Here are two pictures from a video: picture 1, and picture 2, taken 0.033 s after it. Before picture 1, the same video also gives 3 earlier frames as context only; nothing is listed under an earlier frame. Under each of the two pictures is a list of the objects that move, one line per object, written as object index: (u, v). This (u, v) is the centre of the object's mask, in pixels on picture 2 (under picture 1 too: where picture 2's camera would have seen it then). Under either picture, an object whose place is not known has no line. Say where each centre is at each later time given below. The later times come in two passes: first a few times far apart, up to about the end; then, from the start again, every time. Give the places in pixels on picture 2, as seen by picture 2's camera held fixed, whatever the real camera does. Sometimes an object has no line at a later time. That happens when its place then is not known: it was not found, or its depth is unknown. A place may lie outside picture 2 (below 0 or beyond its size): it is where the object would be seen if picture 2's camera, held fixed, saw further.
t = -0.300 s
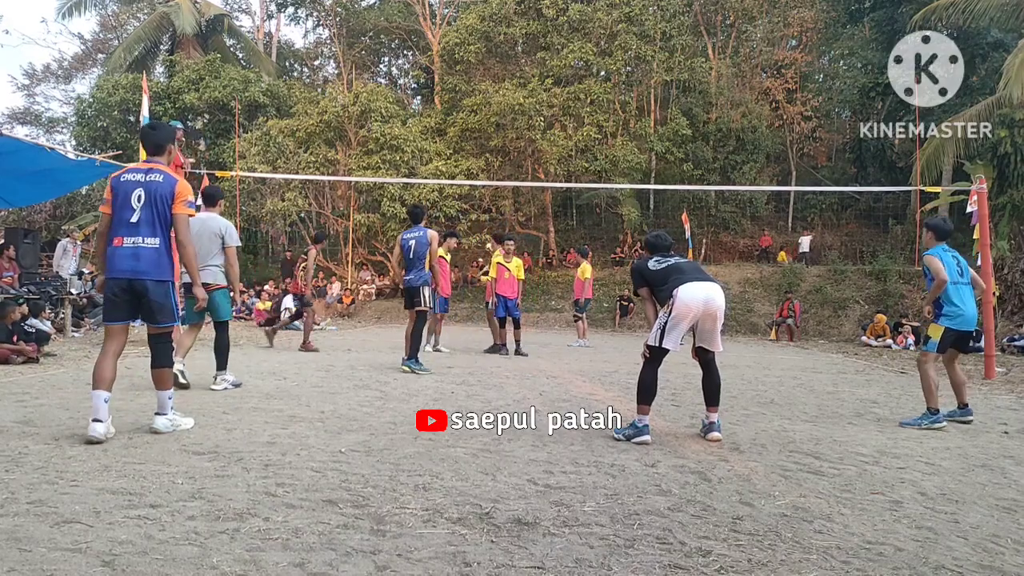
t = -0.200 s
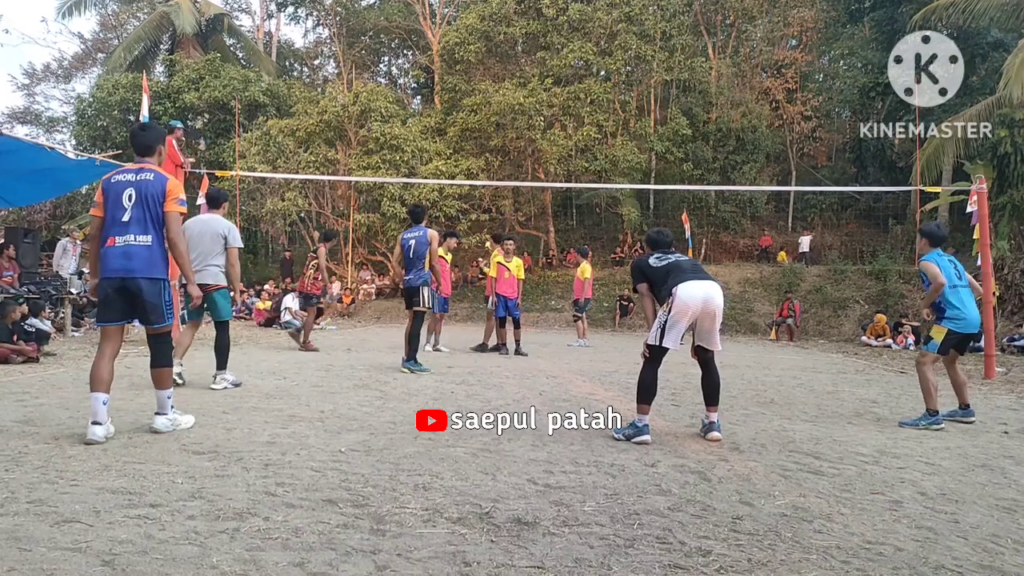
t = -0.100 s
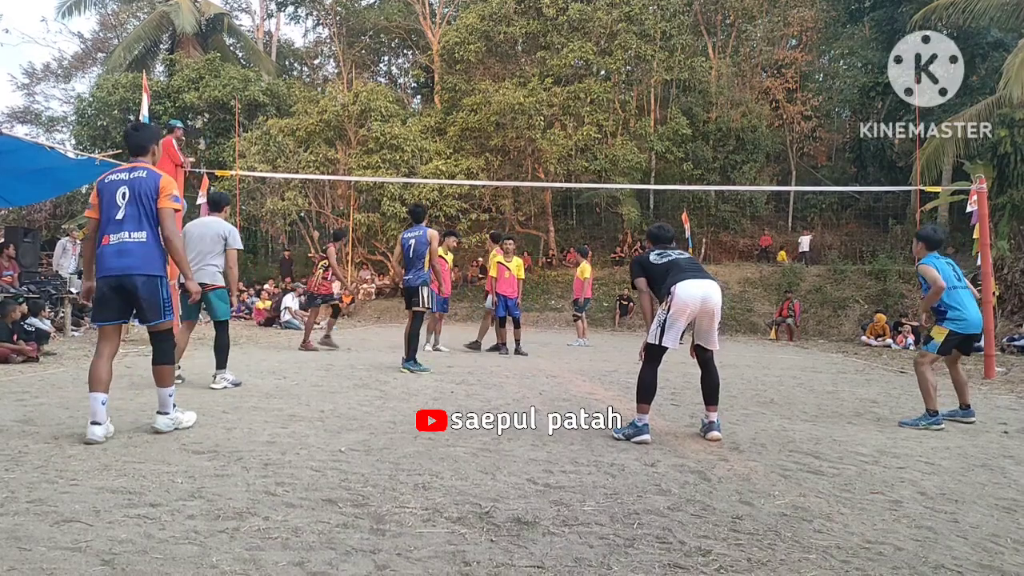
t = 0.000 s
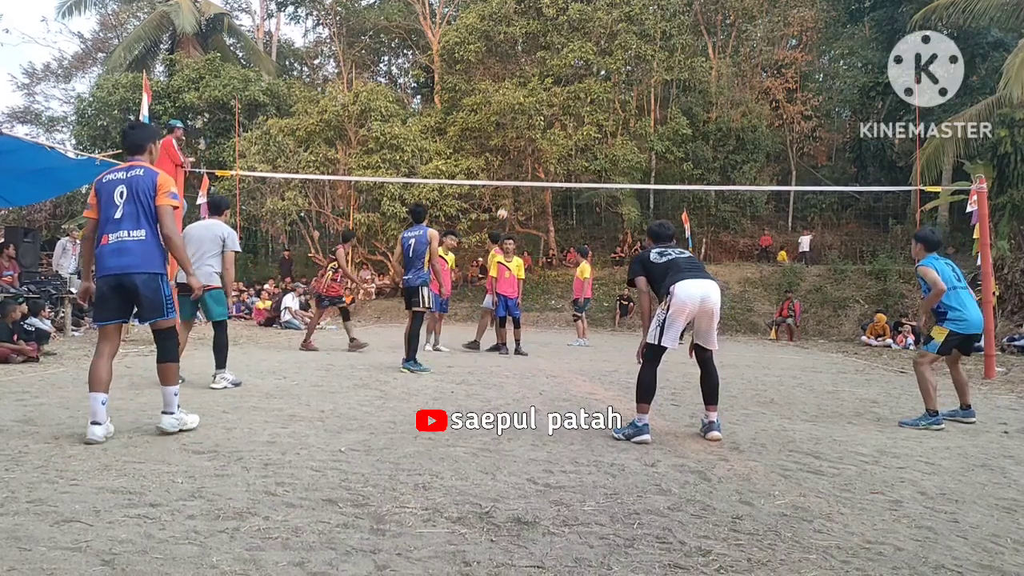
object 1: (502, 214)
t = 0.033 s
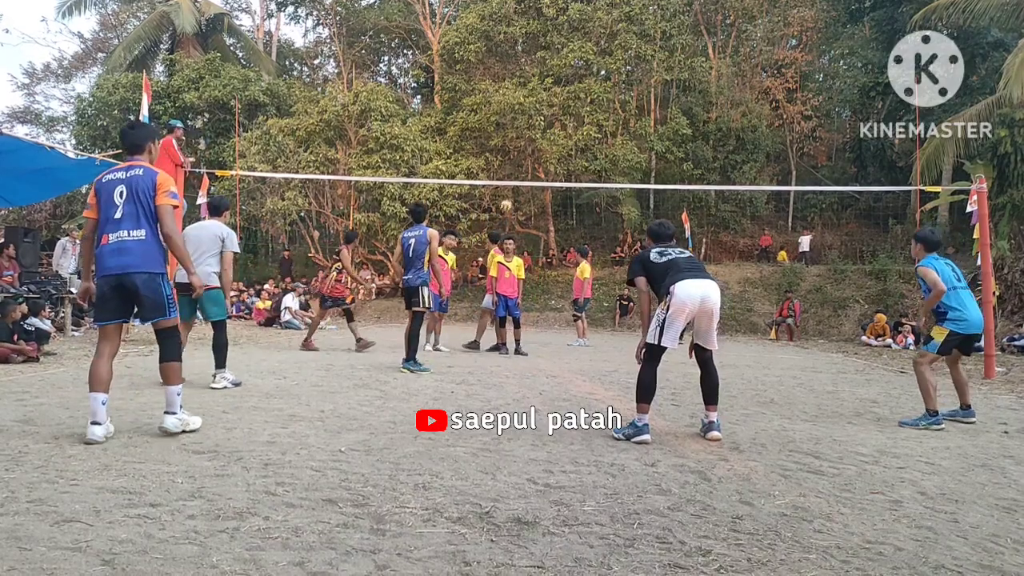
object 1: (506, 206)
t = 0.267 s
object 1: (537, 147)
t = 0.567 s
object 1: (609, 88)
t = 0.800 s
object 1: (705, 74)
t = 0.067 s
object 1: (510, 197)
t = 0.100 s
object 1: (514, 188)
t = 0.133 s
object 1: (519, 178)
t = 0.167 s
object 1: (523, 171)
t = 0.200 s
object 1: (528, 162)
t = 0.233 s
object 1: (533, 155)
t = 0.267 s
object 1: (537, 147)
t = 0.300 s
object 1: (543, 140)
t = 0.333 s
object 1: (550, 132)
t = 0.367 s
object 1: (556, 125)
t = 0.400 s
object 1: (563, 118)
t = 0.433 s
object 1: (571, 111)
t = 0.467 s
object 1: (579, 104)
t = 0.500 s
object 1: (588, 98)
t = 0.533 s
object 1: (598, 94)
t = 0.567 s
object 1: (609, 88)
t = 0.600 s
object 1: (620, 84)
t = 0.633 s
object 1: (631, 81)
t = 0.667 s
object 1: (644, 77)
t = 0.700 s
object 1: (658, 75)
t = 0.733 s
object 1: (673, 74)
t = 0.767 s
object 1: (689, 73)
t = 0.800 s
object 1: (705, 74)
